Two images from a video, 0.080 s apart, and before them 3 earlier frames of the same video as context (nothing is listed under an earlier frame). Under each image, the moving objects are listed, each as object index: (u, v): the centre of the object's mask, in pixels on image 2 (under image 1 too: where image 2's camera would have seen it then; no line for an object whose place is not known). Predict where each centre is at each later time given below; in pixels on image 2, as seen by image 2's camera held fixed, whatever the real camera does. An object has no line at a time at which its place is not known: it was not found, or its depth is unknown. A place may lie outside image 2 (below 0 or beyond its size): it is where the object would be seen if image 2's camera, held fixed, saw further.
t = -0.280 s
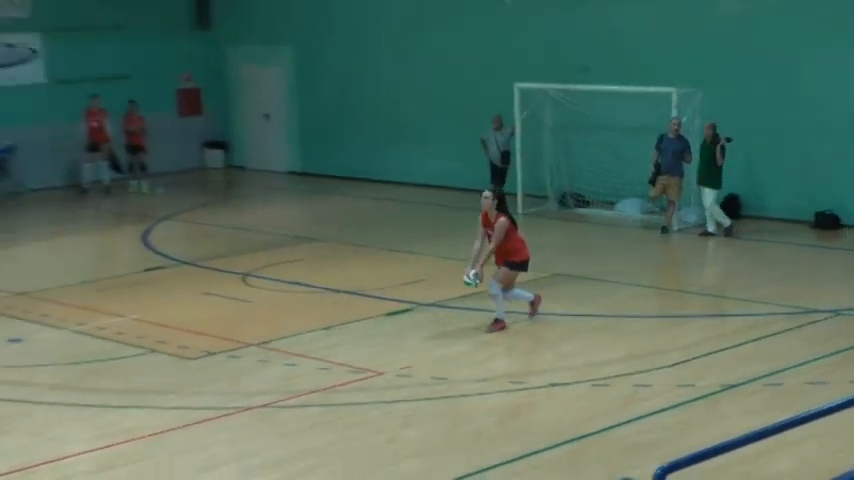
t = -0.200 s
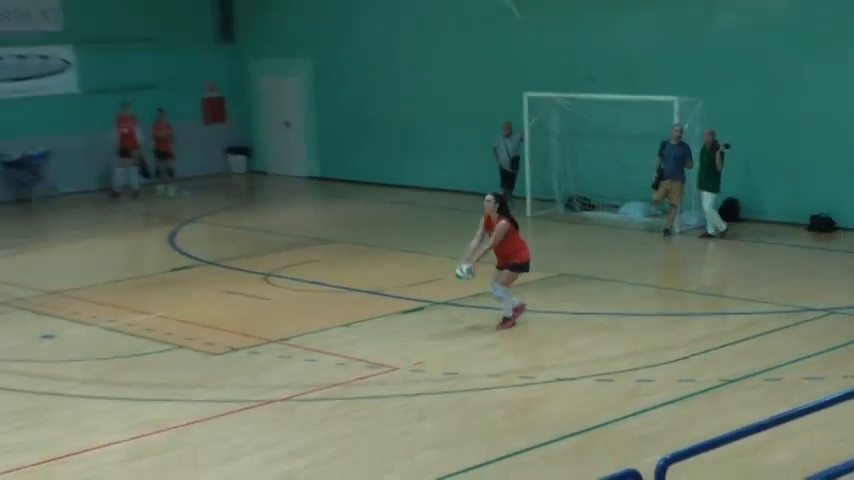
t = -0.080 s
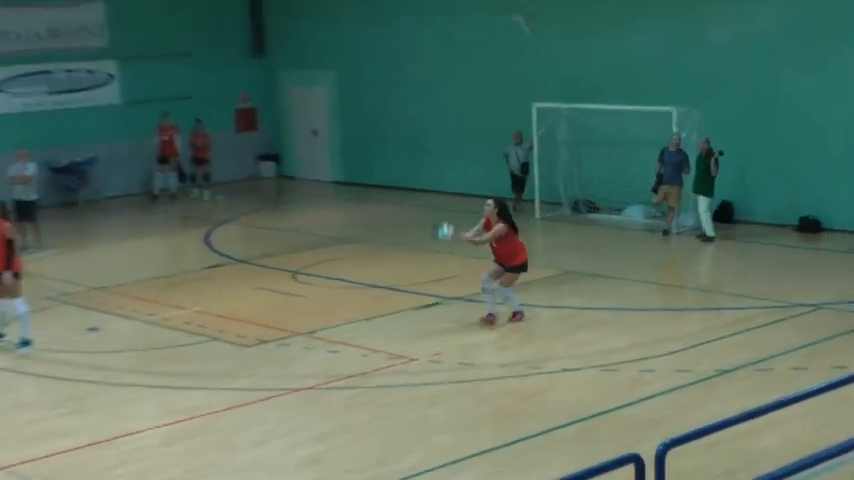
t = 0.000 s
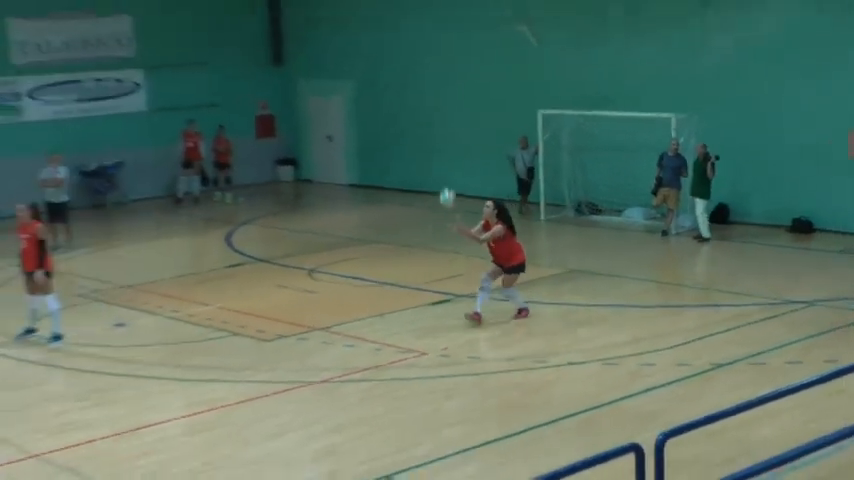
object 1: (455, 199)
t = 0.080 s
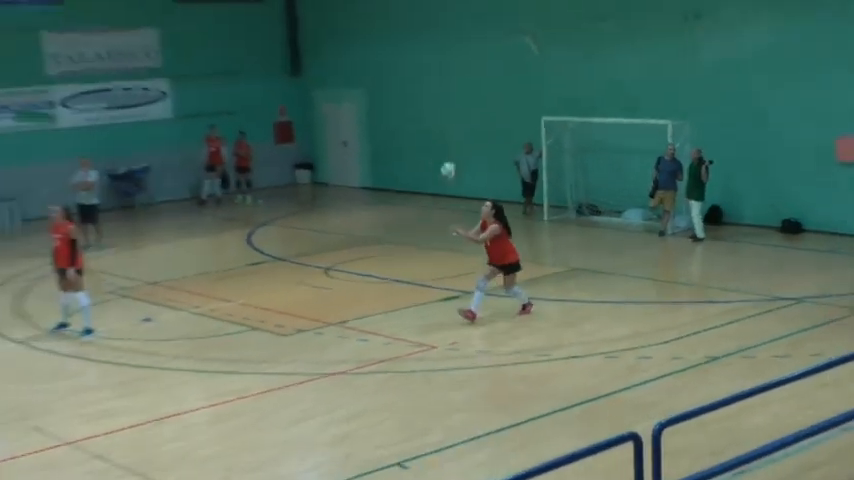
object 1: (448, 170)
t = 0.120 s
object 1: (444, 157)
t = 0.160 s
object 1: (441, 146)
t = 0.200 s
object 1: (436, 138)
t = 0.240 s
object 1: (432, 131)
